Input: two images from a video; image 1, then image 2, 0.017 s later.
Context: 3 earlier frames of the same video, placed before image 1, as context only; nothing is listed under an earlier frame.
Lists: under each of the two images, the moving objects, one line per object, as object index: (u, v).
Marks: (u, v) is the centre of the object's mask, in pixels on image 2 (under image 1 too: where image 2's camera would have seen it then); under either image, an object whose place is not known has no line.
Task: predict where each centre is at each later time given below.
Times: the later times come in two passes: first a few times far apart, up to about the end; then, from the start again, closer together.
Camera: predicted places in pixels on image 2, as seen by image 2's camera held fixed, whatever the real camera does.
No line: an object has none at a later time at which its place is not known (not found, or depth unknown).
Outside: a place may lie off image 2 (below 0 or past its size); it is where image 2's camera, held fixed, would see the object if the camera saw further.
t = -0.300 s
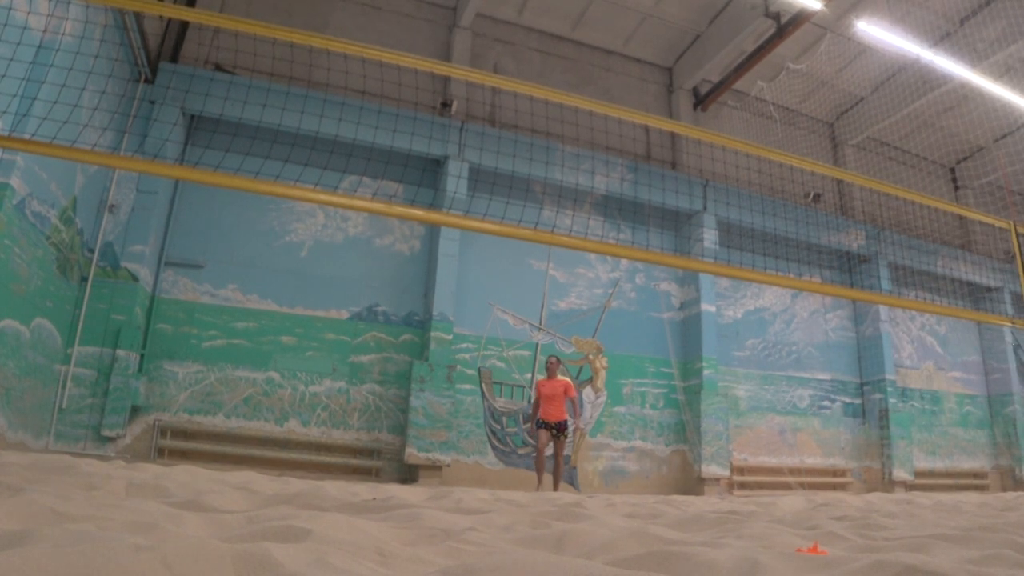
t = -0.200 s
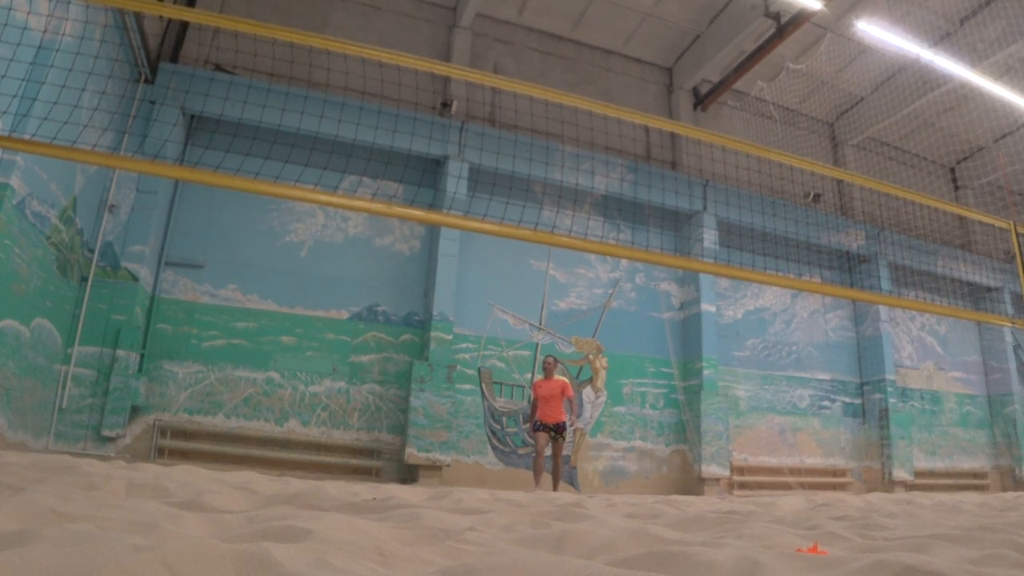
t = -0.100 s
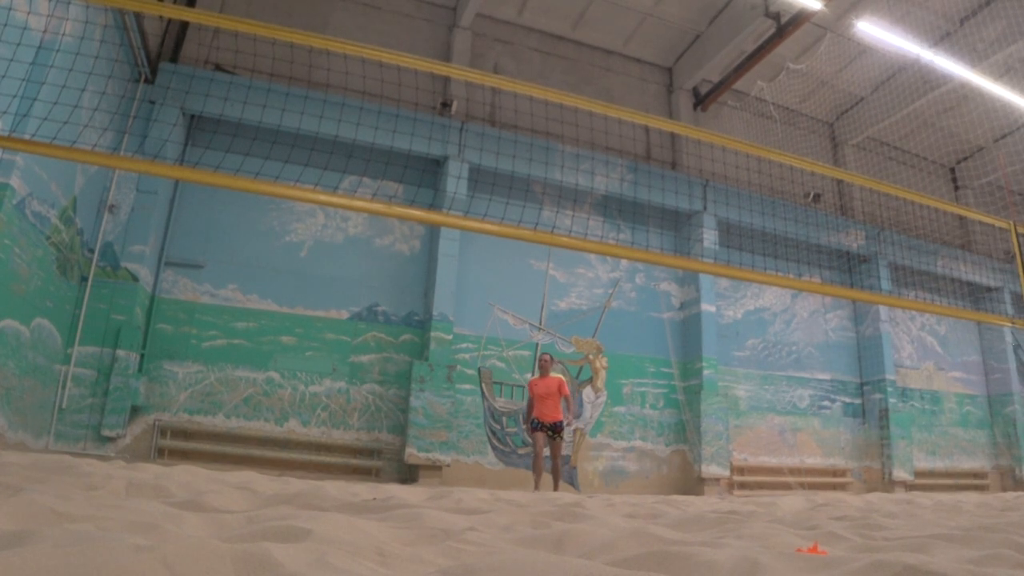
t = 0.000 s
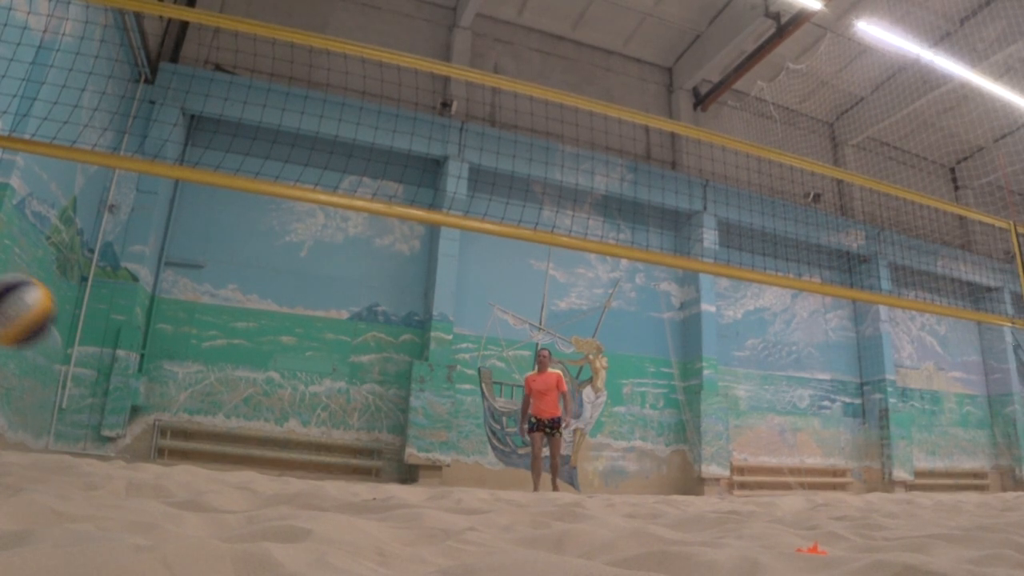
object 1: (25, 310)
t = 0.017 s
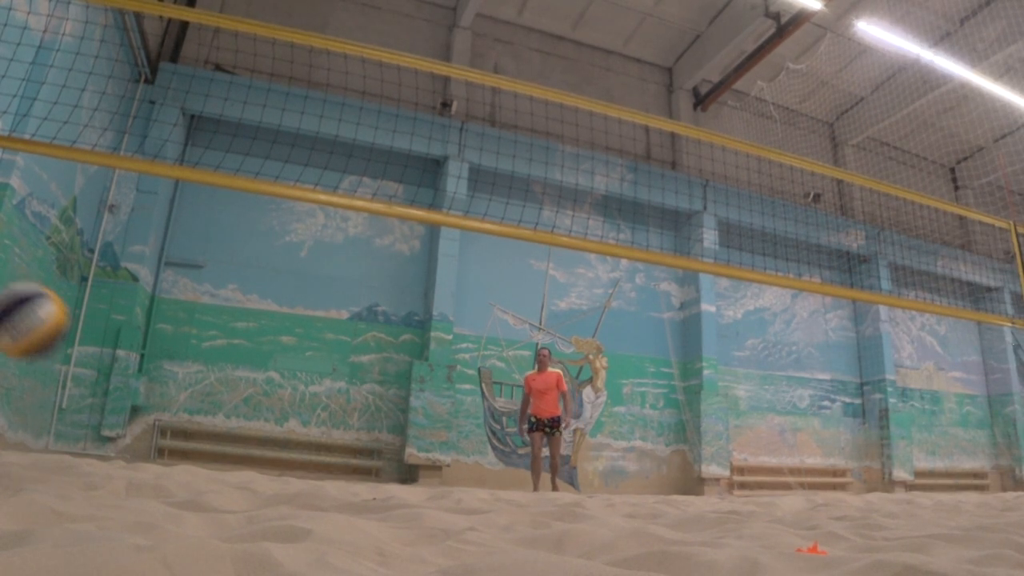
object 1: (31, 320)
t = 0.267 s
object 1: (265, 319)
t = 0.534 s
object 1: (535, 247)
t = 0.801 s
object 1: (899, 461)
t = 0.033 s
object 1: (39, 332)
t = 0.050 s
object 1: (51, 346)
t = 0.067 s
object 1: (65, 363)
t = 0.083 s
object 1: (84, 385)
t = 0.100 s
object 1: (99, 404)
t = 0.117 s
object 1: (117, 432)
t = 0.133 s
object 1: (137, 457)
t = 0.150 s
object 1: (153, 442)
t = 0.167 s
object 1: (170, 421)
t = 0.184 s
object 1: (187, 401)
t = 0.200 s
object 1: (204, 380)
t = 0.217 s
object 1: (217, 365)
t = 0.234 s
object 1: (233, 350)
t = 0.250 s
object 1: (249, 334)
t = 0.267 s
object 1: (265, 319)
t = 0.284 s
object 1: (280, 305)
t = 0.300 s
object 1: (298, 293)
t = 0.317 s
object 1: (314, 283)
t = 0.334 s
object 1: (329, 272)
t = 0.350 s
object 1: (344, 262)
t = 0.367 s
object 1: (359, 256)
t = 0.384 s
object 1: (375, 250)
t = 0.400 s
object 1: (393, 241)
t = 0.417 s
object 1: (411, 236)
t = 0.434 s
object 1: (427, 234)
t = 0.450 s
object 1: (444, 233)
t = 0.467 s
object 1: (462, 232)
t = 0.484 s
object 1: (478, 234)
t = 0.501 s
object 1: (498, 237)
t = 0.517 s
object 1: (516, 241)
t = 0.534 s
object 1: (535, 247)
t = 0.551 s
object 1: (554, 255)
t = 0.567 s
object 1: (572, 263)
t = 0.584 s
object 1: (592, 274)
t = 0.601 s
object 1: (613, 288)
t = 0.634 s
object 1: (656, 320)
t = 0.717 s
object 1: (770, 437)
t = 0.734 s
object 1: (797, 471)
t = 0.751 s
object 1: (826, 487)
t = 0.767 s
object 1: (849, 480)
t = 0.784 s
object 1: (874, 469)
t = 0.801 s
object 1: (899, 461)
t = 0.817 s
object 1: (926, 454)
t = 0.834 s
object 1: (947, 450)
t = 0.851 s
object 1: (963, 447)
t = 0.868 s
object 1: (977, 445)
